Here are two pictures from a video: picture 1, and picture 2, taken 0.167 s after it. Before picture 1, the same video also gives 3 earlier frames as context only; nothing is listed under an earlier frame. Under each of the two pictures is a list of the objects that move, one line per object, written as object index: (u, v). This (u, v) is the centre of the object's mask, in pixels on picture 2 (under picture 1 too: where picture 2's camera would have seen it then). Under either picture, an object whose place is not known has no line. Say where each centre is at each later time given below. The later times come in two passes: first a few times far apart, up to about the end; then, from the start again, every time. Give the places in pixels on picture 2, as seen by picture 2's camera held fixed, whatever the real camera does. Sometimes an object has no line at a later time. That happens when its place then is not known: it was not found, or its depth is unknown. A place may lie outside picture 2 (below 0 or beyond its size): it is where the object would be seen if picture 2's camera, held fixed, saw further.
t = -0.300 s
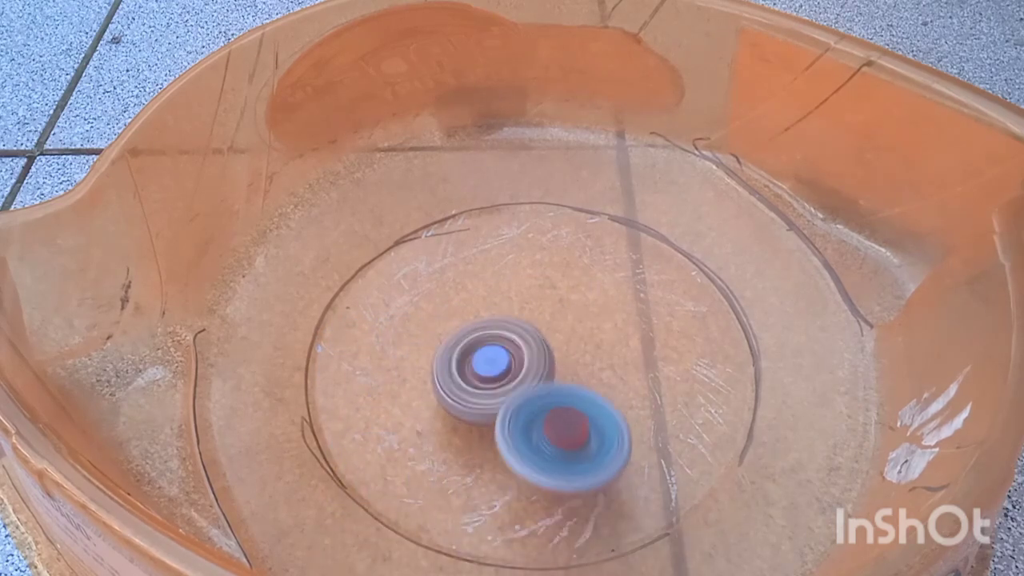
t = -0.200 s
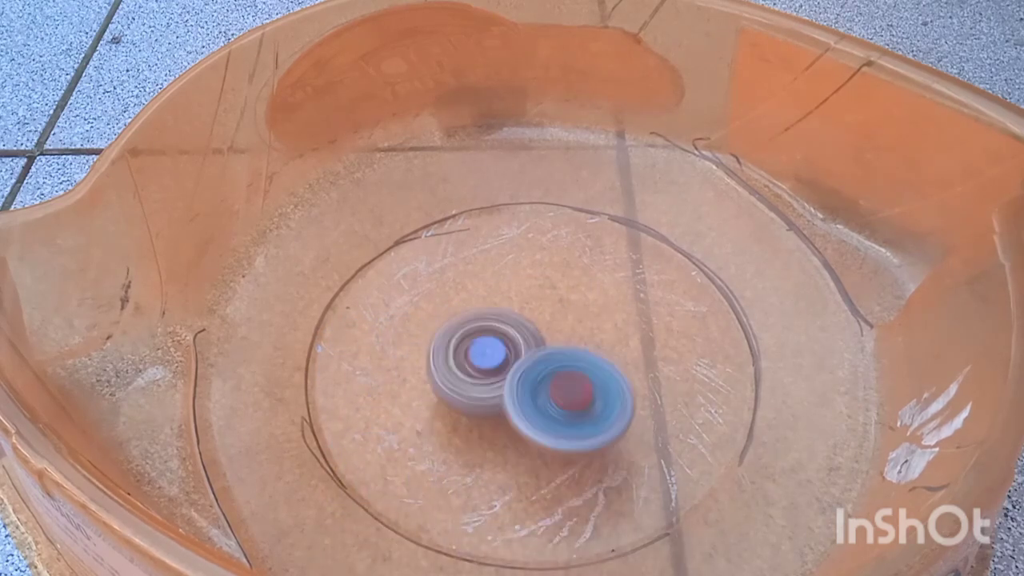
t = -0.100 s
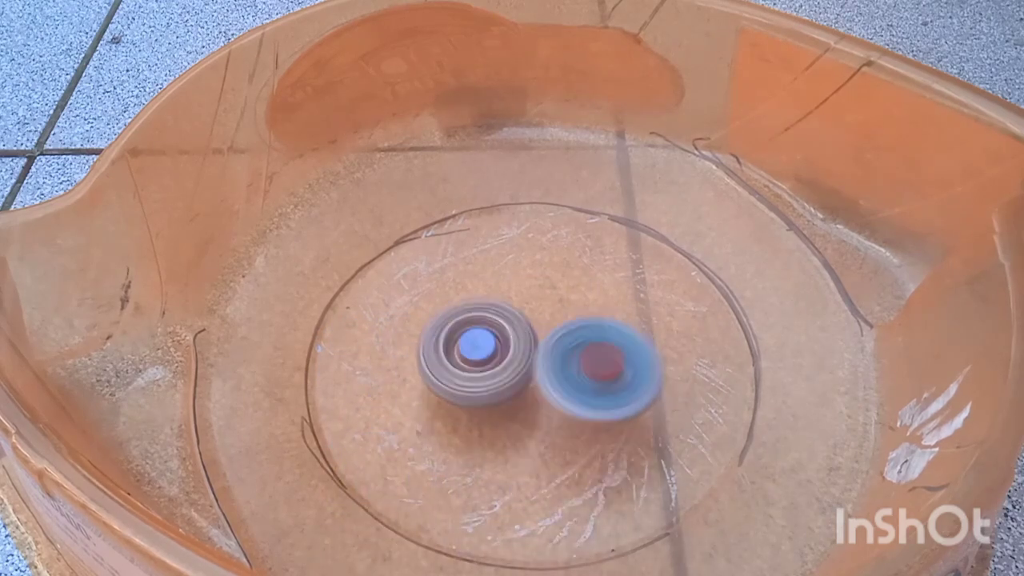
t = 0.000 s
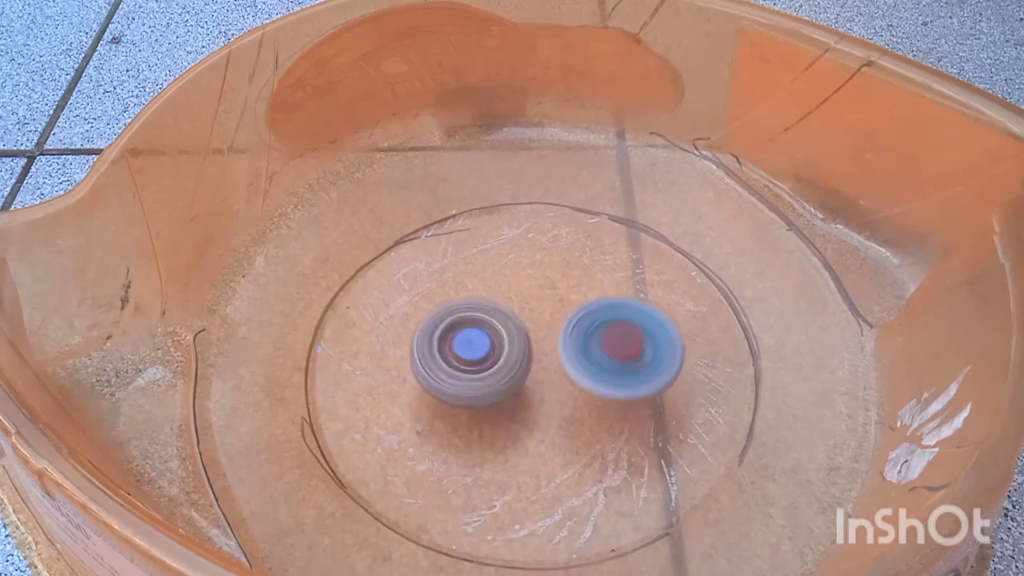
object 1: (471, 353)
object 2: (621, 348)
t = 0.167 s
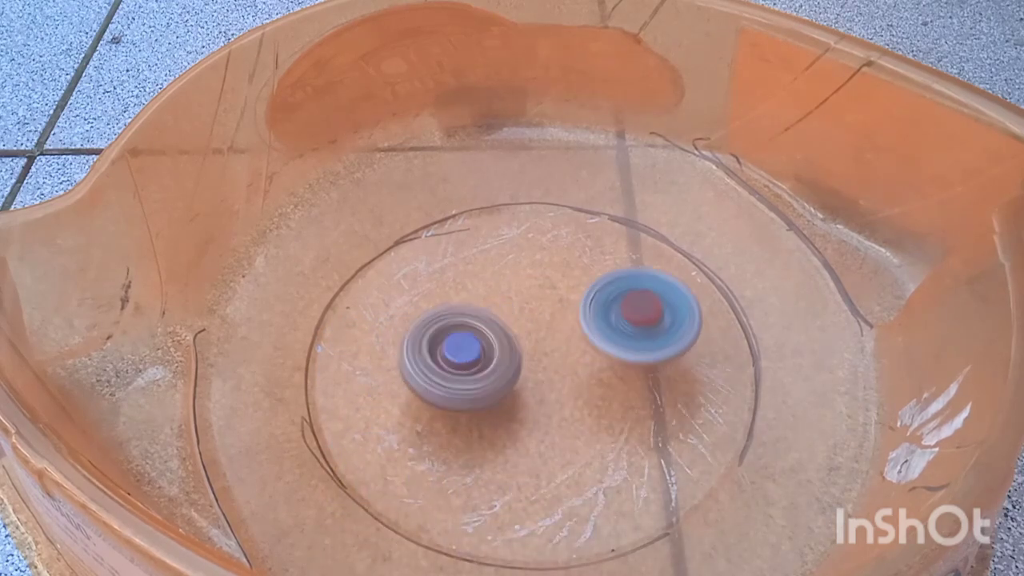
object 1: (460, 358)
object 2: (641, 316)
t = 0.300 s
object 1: (458, 365)
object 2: (642, 296)
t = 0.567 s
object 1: (472, 370)
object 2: (602, 269)
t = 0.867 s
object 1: (476, 356)
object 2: (519, 261)
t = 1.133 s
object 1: (457, 355)
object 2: (455, 221)
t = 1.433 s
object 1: (456, 365)
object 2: (432, 222)
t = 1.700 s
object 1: (471, 364)
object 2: (438, 282)
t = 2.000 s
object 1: (477, 357)
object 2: (380, 308)
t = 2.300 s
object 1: (461, 361)
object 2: (327, 338)
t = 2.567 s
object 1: (474, 373)
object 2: (363, 351)
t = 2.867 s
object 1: (464, 377)
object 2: (336, 356)
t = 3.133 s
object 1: (473, 375)
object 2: (362, 354)
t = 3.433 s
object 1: (467, 380)
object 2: (334, 384)
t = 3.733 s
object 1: (474, 369)
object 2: (372, 363)
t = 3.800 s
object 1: (481, 367)
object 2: (387, 360)
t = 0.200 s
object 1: (458, 361)
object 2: (642, 310)
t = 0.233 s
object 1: (458, 362)
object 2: (642, 305)
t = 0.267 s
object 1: (457, 364)
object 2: (642, 300)
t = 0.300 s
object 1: (458, 365)
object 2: (642, 296)
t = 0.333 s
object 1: (458, 366)
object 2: (640, 291)
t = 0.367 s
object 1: (460, 369)
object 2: (637, 287)
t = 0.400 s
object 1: (461, 369)
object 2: (633, 283)
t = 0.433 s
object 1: (463, 371)
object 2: (629, 280)
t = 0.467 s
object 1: (466, 371)
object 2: (623, 277)
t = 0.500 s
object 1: (468, 371)
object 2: (617, 274)
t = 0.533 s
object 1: (470, 371)
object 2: (610, 271)
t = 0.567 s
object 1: (472, 370)
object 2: (602, 269)
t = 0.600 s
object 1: (474, 369)
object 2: (594, 267)
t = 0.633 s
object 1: (476, 368)
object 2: (585, 265)
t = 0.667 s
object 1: (477, 366)
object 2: (576, 264)
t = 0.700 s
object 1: (479, 364)
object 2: (568, 263)
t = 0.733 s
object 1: (479, 363)
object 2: (558, 262)
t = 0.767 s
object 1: (479, 361)
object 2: (548, 262)
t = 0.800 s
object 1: (478, 358)
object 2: (538, 261)
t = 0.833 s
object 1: (476, 357)
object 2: (529, 261)
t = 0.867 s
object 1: (476, 356)
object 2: (519, 261)
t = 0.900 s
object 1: (474, 355)
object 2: (509, 261)
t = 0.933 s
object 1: (471, 354)
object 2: (499, 258)
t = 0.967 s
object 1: (467, 354)
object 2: (489, 252)
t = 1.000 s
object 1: (466, 353)
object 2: (479, 244)
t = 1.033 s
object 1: (464, 353)
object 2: (472, 237)
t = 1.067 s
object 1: (462, 353)
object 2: (465, 230)
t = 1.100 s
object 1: (459, 353)
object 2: (460, 225)
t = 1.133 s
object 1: (457, 355)
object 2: (455, 221)
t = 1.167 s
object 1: (457, 356)
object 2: (449, 217)
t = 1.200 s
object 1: (455, 356)
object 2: (445, 215)
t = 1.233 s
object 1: (453, 358)
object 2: (441, 213)
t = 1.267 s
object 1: (452, 359)
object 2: (438, 212)
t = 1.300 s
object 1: (452, 361)
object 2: (436, 212)
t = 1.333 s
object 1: (453, 363)
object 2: (434, 213)
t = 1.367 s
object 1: (454, 363)
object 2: (433, 215)
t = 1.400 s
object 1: (455, 365)
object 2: (432, 218)
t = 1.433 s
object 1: (456, 365)
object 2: (432, 222)
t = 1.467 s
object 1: (458, 366)
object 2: (432, 226)
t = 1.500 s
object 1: (460, 366)
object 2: (433, 232)
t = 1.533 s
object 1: (462, 366)
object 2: (433, 238)
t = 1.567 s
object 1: (464, 365)
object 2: (434, 245)
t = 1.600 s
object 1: (466, 364)
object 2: (435, 252)
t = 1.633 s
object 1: (468, 364)
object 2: (437, 261)
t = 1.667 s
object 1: (470, 362)
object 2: (438, 271)
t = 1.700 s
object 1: (471, 364)
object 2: (438, 282)
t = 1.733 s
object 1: (475, 368)
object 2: (435, 284)
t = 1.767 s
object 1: (479, 368)
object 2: (429, 285)
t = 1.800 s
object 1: (483, 365)
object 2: (421, 287)
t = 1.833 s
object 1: (483, 362)
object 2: (416, 291)
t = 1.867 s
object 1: (482, 360)
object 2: (410, 295)
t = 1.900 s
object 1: (482, 362)
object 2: (405, 300)
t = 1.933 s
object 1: (481, 361)
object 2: (400, 303)
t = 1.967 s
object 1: (479, 359)
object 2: (390, 306)
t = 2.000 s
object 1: (477, 357)
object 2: (380, 308)
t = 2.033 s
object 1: (474, 356)
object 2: (373, 311)
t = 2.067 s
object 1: (471, 356)
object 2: (362, 315)
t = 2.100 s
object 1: (470, 356)
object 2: (351, 317)
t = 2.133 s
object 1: (468, 356)
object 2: (340, 320)
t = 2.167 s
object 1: (466, 356)
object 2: (330, 322)
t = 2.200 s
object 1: (464, 357)
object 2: (323, 324)
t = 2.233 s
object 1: (462, 359)
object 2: (320, 327)
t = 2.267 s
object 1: (462, 360)
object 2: (324, 335)
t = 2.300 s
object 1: (461, 361)
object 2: (327, 338)
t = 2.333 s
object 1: (462, 362)
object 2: (327, 340)
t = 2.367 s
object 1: (462, 363)
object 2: (331, 341)
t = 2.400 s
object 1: (462, 365)
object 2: (336, 344)
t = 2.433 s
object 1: (465, 366)
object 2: (341, 346)
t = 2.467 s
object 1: (468, 367)
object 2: (347, 348)
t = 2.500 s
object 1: (471, 369)
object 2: (353, 350)
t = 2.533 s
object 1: (474, 370)
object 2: (357, 351)
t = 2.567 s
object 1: (474, 373)
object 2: (363, 351)
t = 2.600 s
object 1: (473, 375)
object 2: (363, 350)
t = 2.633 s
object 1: (473, 374)
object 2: (357, 351)
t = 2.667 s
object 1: (472, 374)
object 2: (348, 349)
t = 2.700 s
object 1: (472, 373)
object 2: (343, 350)
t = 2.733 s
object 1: (469, 371)
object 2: (340, 354)
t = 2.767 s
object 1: (466, 372)
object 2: (336, 355)
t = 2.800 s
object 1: (463, 375)
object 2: (335, 356)
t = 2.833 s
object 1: (463, 376)
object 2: (336, 356)
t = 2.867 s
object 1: (464, 377)
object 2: (336, 356)
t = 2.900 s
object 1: (467, 377)
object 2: (336, 355)
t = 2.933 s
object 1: (467, 375)
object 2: (335, 356)
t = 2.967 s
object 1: (465, 375)
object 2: (335, 356)
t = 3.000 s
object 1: (465, 376)
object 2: (339, 355)
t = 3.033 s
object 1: (466, 377)
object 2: (343, 355)
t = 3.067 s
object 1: (469, 377)
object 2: (349, 356)
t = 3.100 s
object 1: (473, 375)
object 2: (356, 354)
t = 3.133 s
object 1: (473, 375)
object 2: (362, 354)
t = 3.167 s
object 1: (473, 377)
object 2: (368, 355)
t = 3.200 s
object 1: (472, 377)
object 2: (370, 355)
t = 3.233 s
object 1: (469, 378)
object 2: (367, 355)
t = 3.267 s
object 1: (467, 376)
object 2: (348, 360)
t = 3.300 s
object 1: (464, 374)
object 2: (336, 363)
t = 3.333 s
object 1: (460, 374)
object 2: (324, 367)
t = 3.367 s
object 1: (459, 377)
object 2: (321, 370)
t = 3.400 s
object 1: (459, 379)
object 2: (329, 377)
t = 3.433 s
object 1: (467, 380)
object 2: (334, 384)
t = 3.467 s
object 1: (472, 377)
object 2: (334, 386)
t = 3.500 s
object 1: (475, 375)
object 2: (333, 384)
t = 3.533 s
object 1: (475, 373)
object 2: (332, 381)
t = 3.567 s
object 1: (474, 372)
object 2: (337, 377)
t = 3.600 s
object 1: (473, 368)
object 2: (342, 375)
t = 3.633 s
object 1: (472, 370)
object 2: (348, 372)
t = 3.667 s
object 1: (472, 370)
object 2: (354, 368)
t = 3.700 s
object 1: (472, 370)
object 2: (363, 366)
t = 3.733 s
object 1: (474, 369)
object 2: (372, 363)
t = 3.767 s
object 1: (477, 370)
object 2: (383, 360)
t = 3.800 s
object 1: (481, 367)
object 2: (387, 360)
